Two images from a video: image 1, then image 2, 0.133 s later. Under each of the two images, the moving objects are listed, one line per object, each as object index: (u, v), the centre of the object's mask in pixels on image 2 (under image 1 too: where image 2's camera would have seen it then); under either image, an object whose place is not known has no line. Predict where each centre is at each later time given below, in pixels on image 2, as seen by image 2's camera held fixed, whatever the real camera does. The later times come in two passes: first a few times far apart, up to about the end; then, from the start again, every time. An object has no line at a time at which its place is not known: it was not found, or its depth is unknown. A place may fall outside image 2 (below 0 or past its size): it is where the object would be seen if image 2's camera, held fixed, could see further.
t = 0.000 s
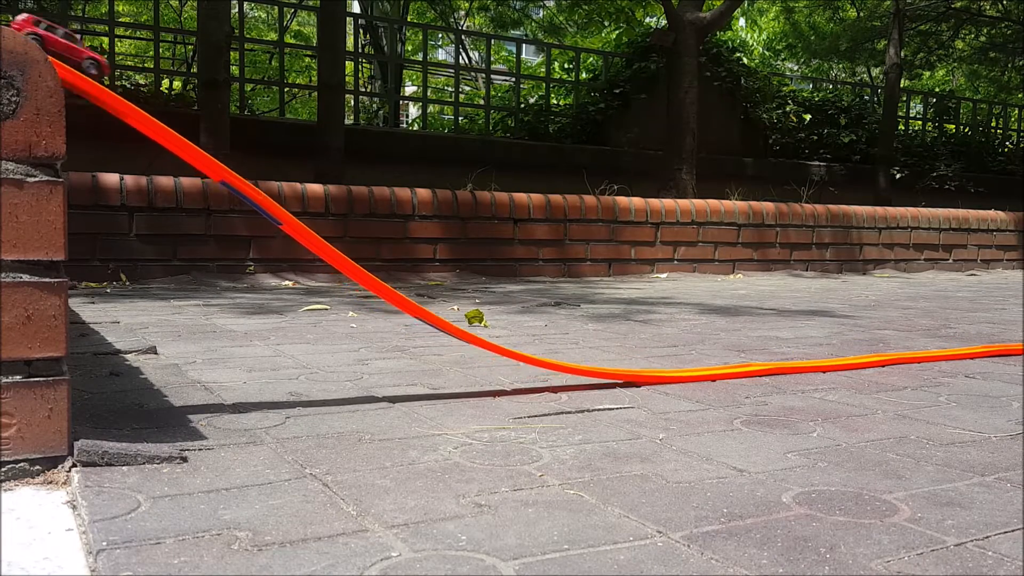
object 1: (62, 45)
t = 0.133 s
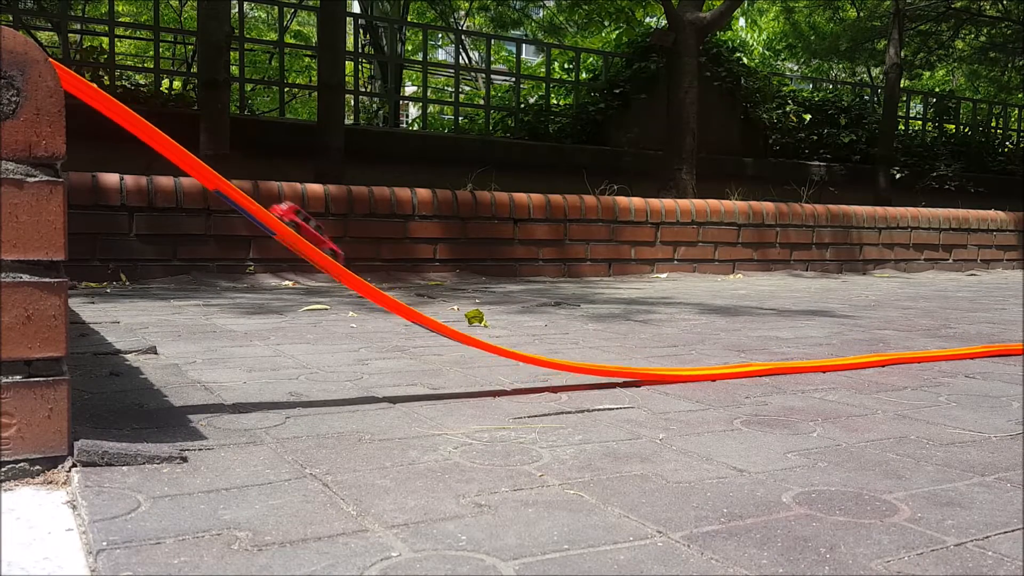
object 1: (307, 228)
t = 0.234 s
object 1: (497, 355)
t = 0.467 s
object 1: (847, 352)
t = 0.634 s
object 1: (1012, 339)
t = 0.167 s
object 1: (370, 276)
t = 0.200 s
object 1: (434, 320)
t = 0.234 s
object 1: (497, 355)
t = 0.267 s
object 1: (560, 371)
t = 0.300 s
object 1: (617, 367)
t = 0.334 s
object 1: (670, 364)
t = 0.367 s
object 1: (720, 361)
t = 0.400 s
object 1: (766, 357)
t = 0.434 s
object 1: (808, 355)
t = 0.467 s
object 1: (847, 352)
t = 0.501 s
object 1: (884, 348)
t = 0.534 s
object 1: (921, 346)
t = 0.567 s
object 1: (955, 344)
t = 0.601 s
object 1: (987, 341)
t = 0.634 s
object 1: (1012, 339)
